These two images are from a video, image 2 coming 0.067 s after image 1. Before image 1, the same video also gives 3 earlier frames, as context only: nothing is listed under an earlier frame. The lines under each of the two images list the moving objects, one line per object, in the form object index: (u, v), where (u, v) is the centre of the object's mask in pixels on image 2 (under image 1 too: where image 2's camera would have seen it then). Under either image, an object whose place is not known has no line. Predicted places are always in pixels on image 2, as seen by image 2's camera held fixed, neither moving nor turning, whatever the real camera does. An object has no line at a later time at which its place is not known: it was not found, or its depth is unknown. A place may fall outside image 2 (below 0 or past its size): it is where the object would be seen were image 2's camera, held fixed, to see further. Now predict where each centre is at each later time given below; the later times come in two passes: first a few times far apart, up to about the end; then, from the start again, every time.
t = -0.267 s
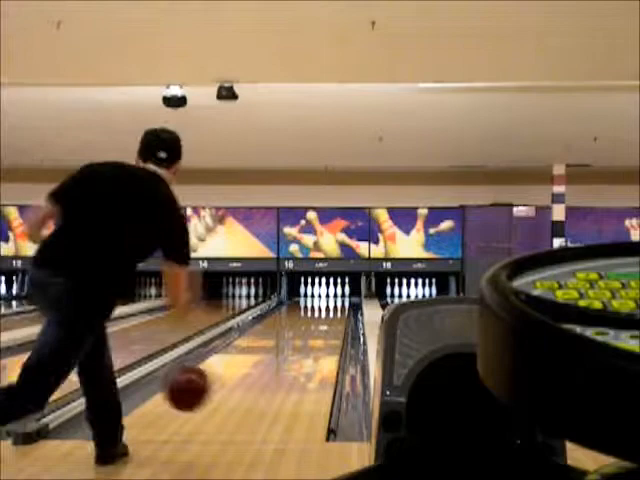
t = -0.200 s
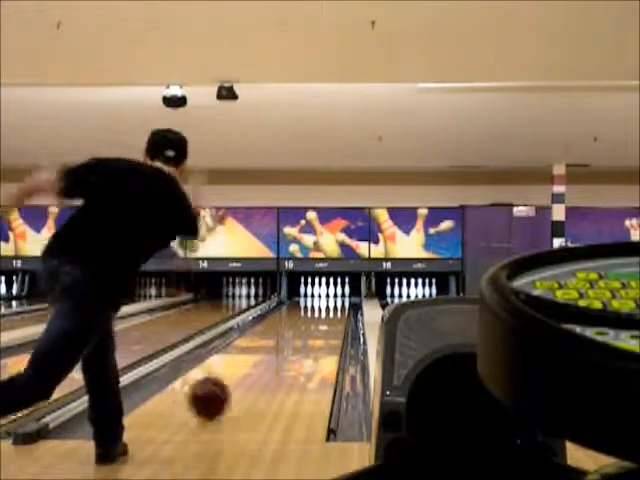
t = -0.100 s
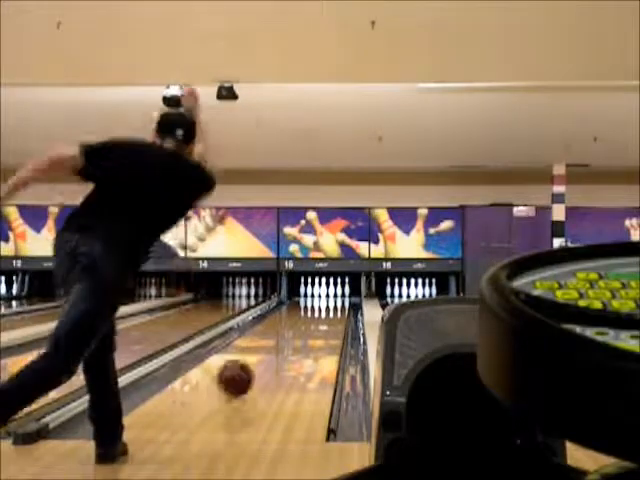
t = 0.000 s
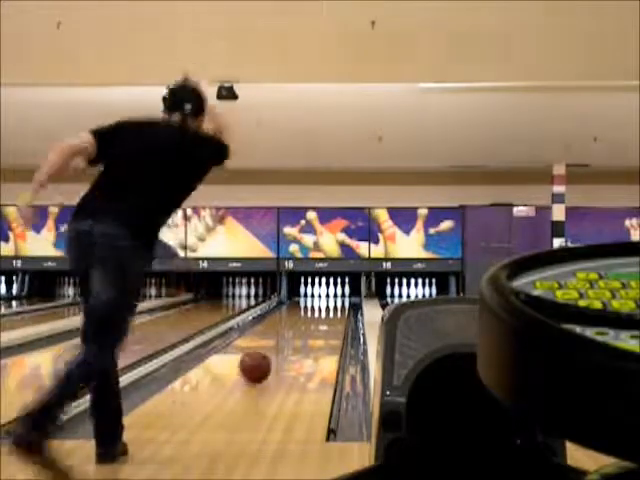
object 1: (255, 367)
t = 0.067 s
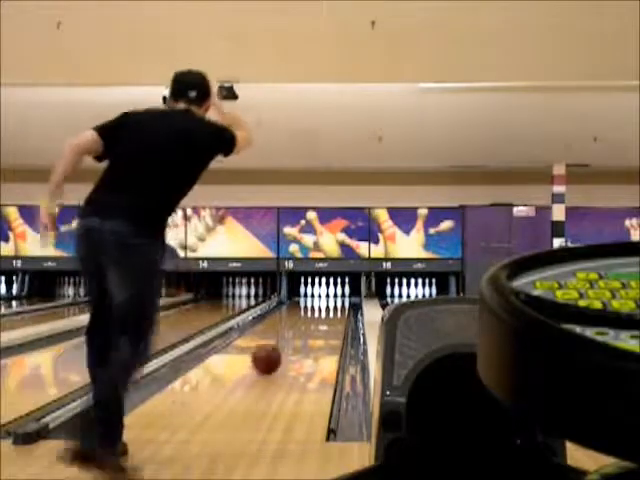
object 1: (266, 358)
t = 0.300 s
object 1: (294, 339)
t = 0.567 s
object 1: (314, 324)
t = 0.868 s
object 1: (328, 313)
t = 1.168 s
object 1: (336, 304)
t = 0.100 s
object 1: (271, 355)
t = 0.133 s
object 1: (275, 352)
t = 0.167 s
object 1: (279, 349)
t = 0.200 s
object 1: (283, 346)
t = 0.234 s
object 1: (286, 343)
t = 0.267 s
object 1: (290, 341)
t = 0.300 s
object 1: (294, 339)
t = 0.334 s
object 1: (297, 337)
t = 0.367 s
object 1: (299, 336)
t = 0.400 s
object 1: (302, 334)
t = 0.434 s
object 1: (305, 331)
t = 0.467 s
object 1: (307, 330)
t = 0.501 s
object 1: (309, 328)
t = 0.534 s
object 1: (312, 327)
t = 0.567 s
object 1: (314, 324)
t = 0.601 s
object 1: (315, 323)
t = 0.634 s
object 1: (318, 321)
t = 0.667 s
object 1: (319, 320)
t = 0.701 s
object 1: (320, 320)
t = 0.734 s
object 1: (323, 317)
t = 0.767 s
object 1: (325, 316)
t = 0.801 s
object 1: (326, 315)
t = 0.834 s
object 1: (327, 313)
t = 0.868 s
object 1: (328, 313)
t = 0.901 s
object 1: (329, 312)
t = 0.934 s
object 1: (330, 311)
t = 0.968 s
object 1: (331, 310)
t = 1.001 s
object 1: (332, 309)
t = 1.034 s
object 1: (332, 309)
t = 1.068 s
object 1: (334, 307)
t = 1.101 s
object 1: (335, 305)
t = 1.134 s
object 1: (335, 306)
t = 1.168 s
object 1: (336, 304)
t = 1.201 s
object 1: (336, 304)
